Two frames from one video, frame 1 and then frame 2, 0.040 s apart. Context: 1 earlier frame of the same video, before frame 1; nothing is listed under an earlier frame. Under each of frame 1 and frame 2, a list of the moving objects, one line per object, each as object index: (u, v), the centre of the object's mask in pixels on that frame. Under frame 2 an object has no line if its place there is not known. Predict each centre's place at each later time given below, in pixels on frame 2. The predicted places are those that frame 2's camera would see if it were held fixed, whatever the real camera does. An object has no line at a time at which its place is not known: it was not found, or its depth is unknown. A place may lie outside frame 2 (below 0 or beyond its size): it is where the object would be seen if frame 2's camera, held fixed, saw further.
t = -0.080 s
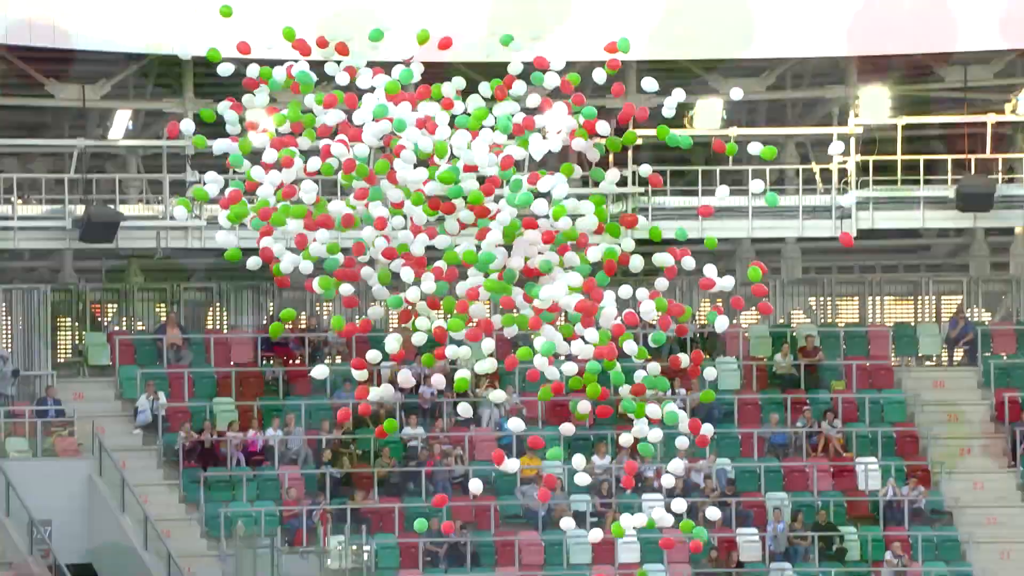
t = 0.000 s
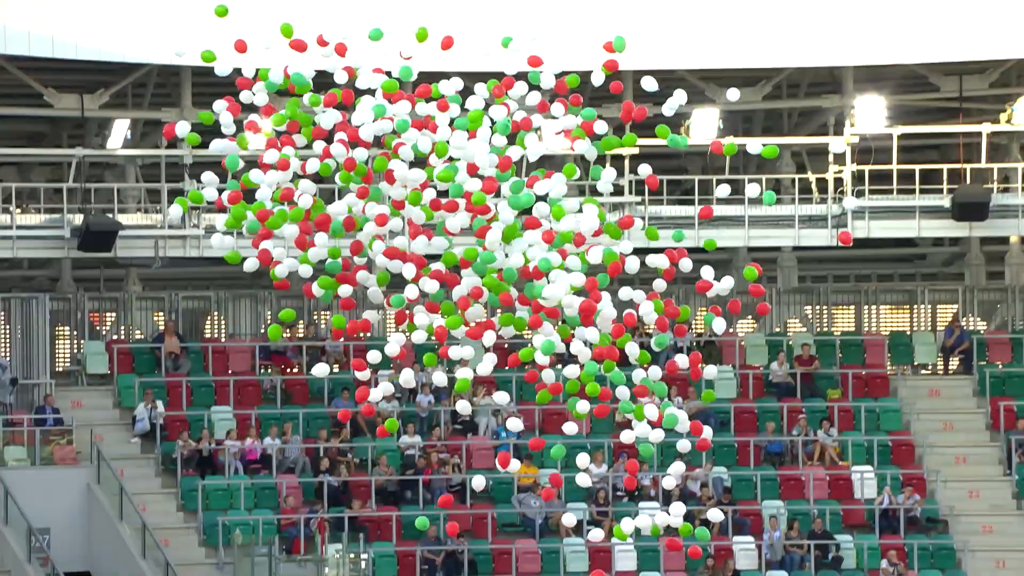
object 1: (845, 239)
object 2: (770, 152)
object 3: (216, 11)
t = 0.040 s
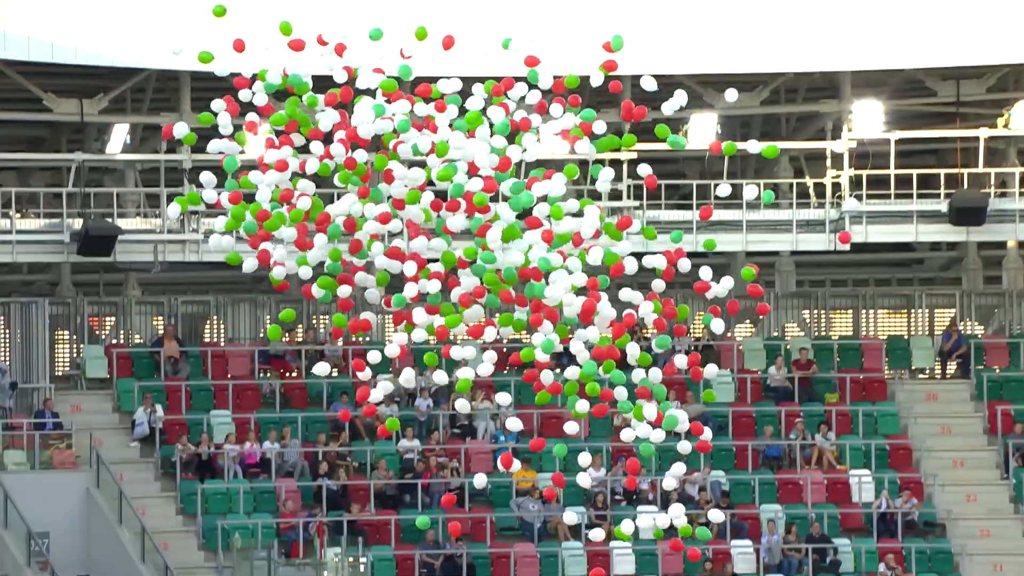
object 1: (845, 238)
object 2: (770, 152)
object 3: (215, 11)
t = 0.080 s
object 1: (847, 234)
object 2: (775, 146)
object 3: (214, 4)
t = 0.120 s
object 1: (851, 231)
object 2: (777, 142)
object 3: (210, -1)
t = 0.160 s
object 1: (851, 227)
